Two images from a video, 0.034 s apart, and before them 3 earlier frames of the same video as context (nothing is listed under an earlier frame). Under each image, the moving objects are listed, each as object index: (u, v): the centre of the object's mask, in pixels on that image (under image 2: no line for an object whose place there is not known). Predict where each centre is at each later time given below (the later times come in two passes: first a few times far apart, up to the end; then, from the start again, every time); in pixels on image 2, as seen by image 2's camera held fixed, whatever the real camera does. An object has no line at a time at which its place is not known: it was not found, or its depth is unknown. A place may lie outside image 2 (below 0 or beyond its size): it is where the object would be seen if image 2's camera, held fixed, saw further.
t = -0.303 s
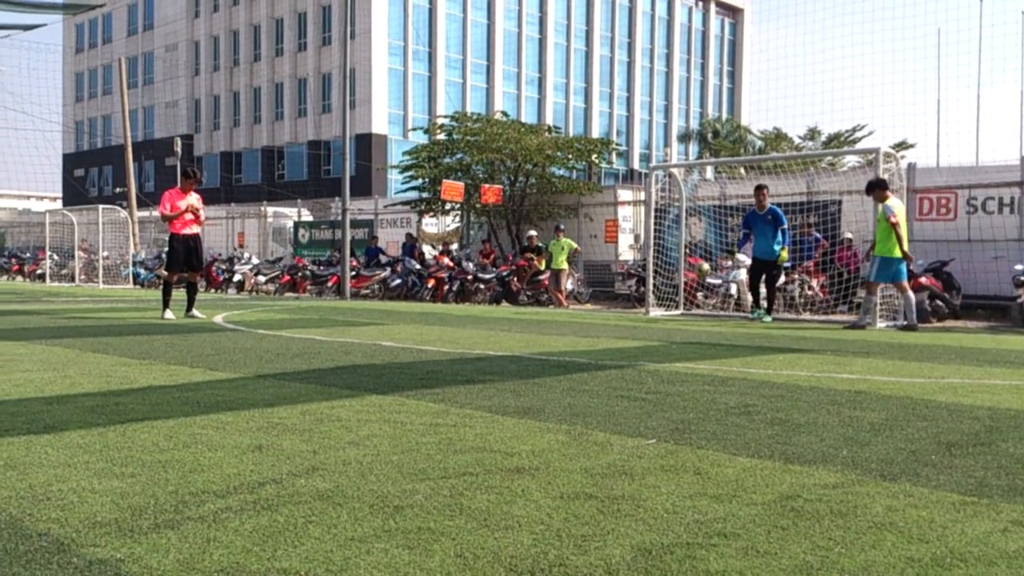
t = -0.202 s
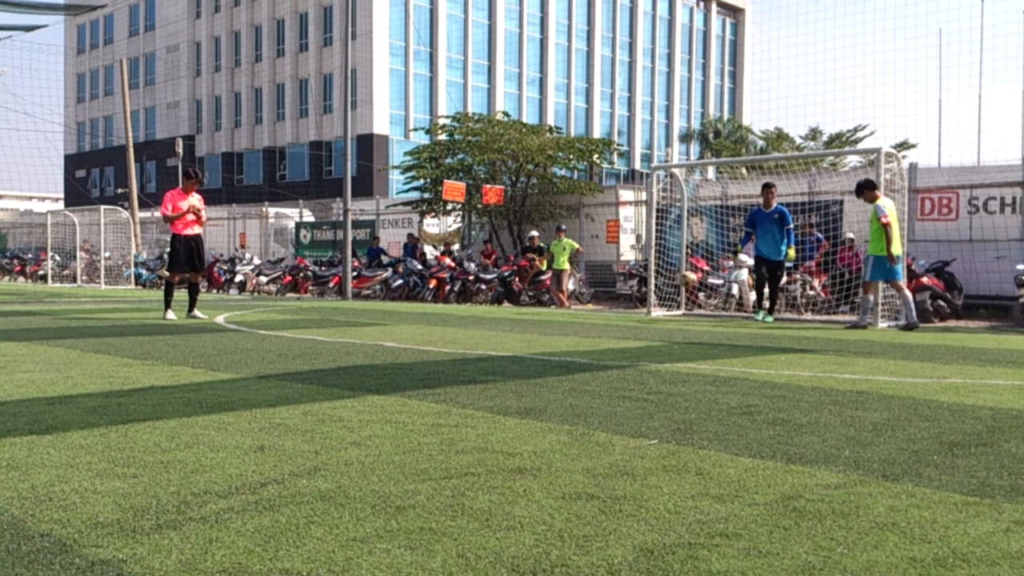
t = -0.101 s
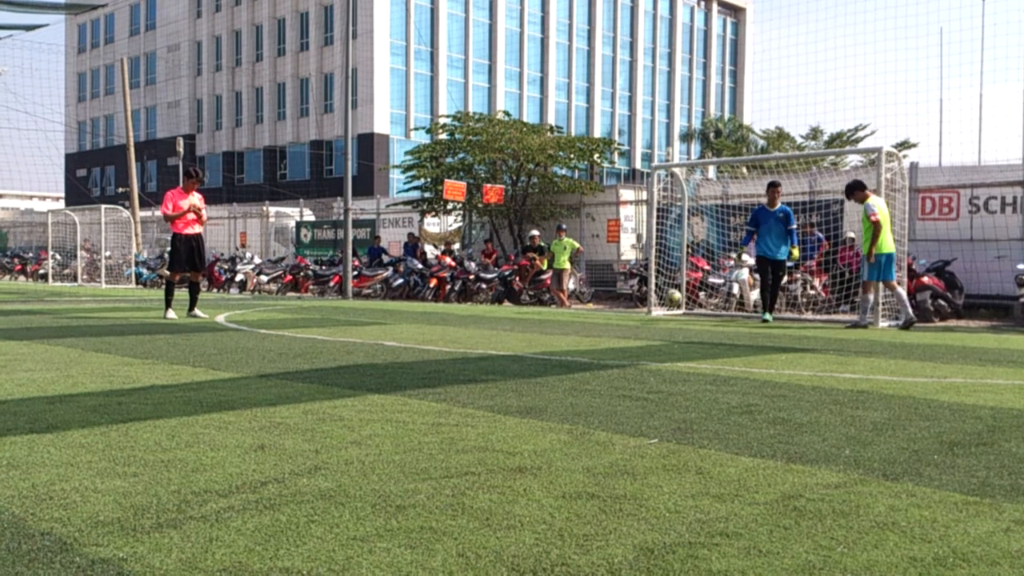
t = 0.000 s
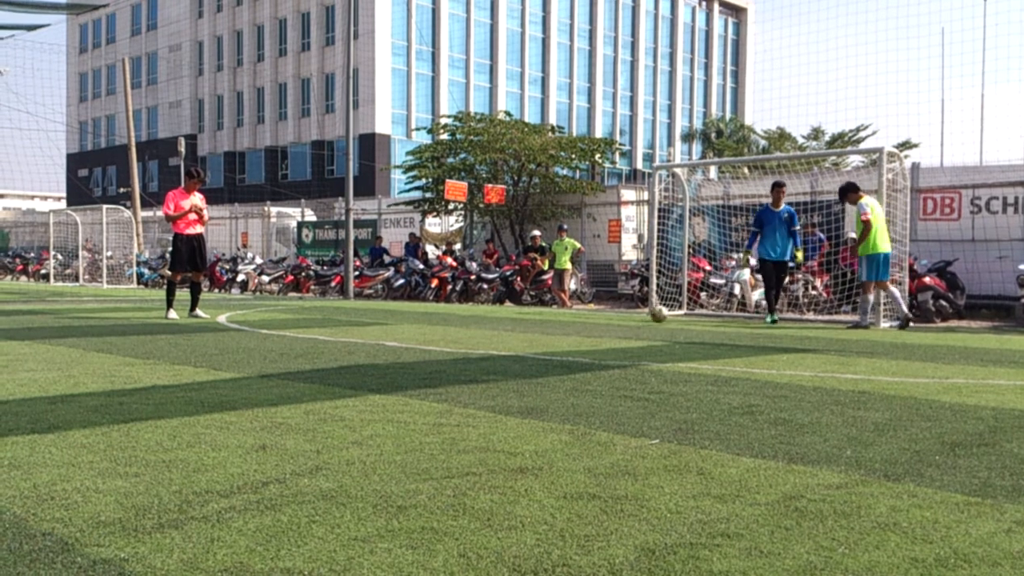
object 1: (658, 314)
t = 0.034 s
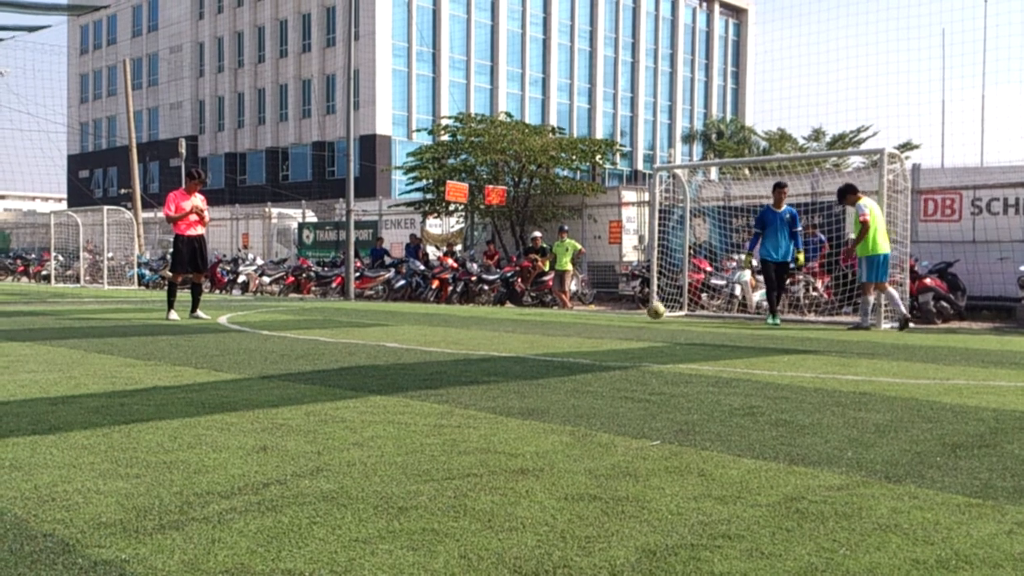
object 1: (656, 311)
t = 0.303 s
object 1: (621, 305)
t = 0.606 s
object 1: (579, 317)
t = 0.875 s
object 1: (539, 325)
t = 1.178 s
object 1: (490, 328)
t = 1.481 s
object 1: (437, 330)
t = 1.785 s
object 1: (380, 334)
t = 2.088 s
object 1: (320, 337)
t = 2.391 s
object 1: (256, 341)
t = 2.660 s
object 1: (196, 344)
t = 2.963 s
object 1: (125, 347)
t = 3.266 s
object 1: (53, 351)
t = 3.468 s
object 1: (3, 354)
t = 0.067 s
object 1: (652, 306)
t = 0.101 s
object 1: (647, 303)
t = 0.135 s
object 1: (643, 300)
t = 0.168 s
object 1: (640, 299)
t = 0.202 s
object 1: (634, 300)
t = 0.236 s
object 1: (631, 301)
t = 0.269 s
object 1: (625, 302)
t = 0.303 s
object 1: (621, 305)
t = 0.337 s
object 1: (616, 309)
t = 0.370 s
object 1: (612, 314)
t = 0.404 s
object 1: (607, 320)
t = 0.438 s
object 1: (602, 319)
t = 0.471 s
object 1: (598, 316)
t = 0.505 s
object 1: (593, 315)
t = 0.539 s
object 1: (589, 315)
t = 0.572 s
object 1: (584, 315)
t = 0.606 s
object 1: (579, 317)
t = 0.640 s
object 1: (574, 320)
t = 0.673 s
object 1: (569, 323)
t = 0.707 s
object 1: (565, 322)
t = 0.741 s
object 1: (560, 321)
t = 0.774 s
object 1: (555, 322)
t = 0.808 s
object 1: (550, 324)
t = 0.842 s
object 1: (544, 325)
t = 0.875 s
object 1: (539, 325)
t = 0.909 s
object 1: (534, 326)
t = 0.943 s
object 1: (528, 326)
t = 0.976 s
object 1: (523, 327)
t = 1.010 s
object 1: (518, 327)
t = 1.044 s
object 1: (512, 327)
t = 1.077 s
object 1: (507, 328)
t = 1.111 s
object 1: (502, 328)
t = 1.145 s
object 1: (496, 328)
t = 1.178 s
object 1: (490, 328)
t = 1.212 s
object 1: (485, 328)
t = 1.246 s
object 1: (479, 328)
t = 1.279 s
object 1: (473, 329)
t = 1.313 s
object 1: (468, 329)
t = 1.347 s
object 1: (461, 329)
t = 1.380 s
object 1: (456, 329)
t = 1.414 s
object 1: (449, 329)
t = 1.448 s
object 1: (443, 330)
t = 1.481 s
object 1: (437, 330)
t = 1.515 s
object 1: (431, 330)
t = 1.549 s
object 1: (425, 331)
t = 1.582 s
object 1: (418, 331)
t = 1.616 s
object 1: (412, 332)
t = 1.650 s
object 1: (406, 332)
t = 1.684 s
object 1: (399, 332)
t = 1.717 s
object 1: (393, 333)
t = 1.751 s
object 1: (386, 333)
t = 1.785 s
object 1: (380, 334)
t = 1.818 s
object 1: (373, 334)
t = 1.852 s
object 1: (367, 334)
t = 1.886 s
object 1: (361, 335)
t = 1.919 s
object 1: (354, 335)
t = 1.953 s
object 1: (347, 336)
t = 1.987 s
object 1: (340, 336)
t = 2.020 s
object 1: (334, 336)
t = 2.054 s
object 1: (326, 336)
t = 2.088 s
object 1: (320, 337)
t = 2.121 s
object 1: (313, 337)
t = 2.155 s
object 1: (306, 337)
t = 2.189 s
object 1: (299, 338)
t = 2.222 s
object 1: (293, 339)
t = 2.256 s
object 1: (285, 339)
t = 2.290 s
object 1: (278, 339)
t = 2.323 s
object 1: (271, 339)
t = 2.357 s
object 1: (264, 340)
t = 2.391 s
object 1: (256, 341)
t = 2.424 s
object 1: (249, 341)
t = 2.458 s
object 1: (241, 342)
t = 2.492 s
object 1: (234, 342)
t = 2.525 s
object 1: (227, 342)
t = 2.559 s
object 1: (219, 343)
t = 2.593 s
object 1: (211, 343)
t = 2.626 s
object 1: (204, 343)
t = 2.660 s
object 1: (196, 344)
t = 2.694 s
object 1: (188, 344)
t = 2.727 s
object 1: (180, 344)
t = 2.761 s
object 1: (172, 345)
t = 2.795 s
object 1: (164, 345)
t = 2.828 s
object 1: (156, 346)
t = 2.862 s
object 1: (149, 346)
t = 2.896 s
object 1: (141, 346)
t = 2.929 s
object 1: (133, 347)
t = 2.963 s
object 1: (125, 347)
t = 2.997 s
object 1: (117, 347)
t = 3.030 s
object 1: (109, 348)
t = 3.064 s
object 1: (101, 348)
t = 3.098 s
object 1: (93, 349)
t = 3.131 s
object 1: (84, 349)
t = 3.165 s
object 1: (77, 350)
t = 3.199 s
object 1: (69, 350)
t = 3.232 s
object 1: (61, 350)
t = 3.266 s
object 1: (53, 351)
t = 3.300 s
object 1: (44, 351)
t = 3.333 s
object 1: (36, 352)
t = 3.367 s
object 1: (27, 352)
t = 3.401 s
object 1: (19, 353)
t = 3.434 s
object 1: (11, 353)
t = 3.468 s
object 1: (3, 354)
